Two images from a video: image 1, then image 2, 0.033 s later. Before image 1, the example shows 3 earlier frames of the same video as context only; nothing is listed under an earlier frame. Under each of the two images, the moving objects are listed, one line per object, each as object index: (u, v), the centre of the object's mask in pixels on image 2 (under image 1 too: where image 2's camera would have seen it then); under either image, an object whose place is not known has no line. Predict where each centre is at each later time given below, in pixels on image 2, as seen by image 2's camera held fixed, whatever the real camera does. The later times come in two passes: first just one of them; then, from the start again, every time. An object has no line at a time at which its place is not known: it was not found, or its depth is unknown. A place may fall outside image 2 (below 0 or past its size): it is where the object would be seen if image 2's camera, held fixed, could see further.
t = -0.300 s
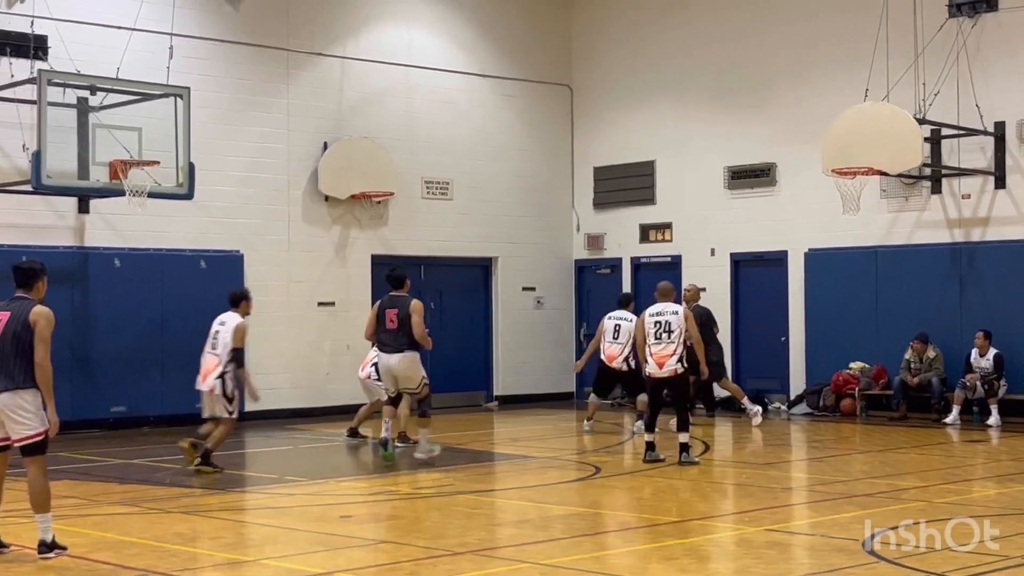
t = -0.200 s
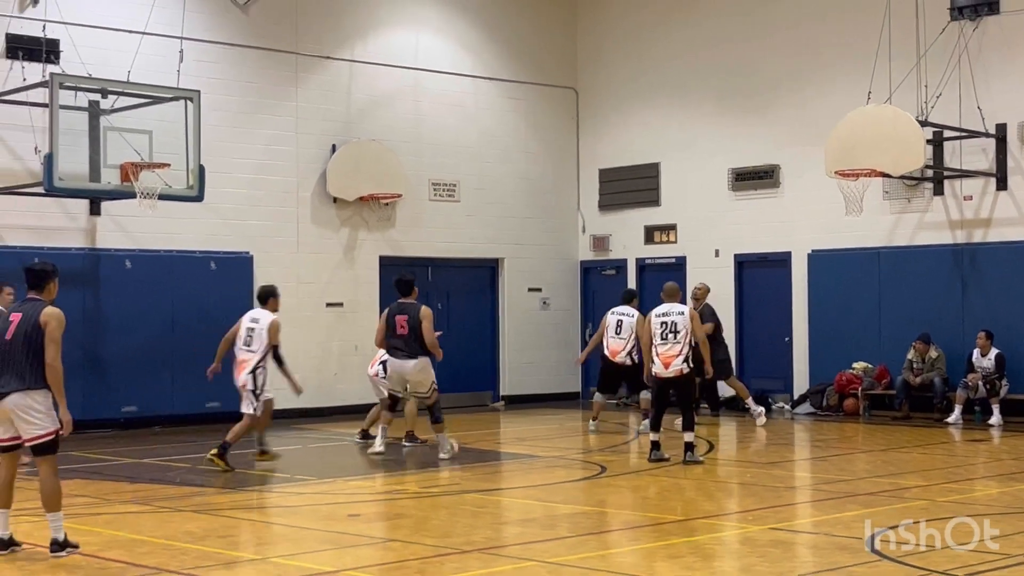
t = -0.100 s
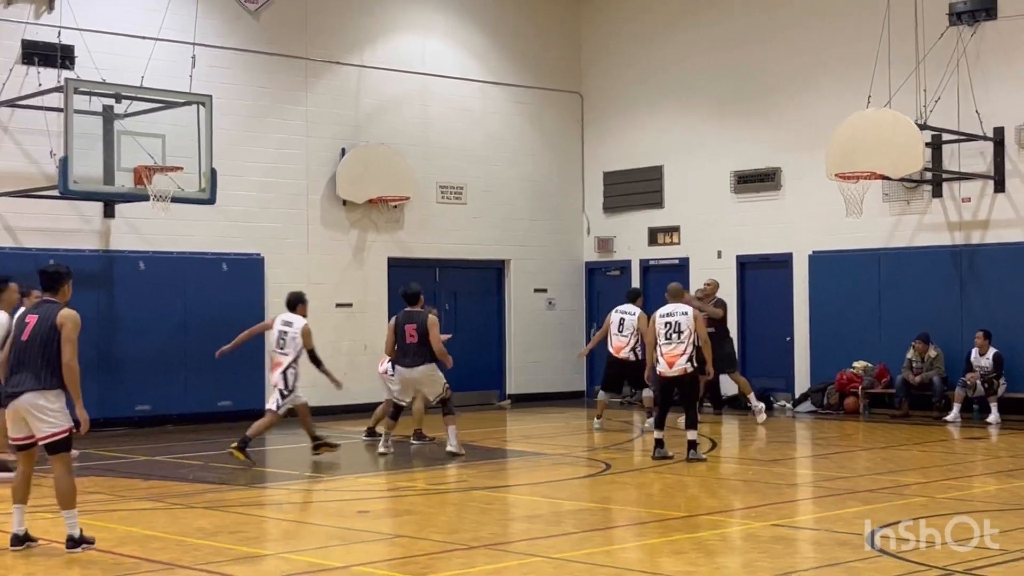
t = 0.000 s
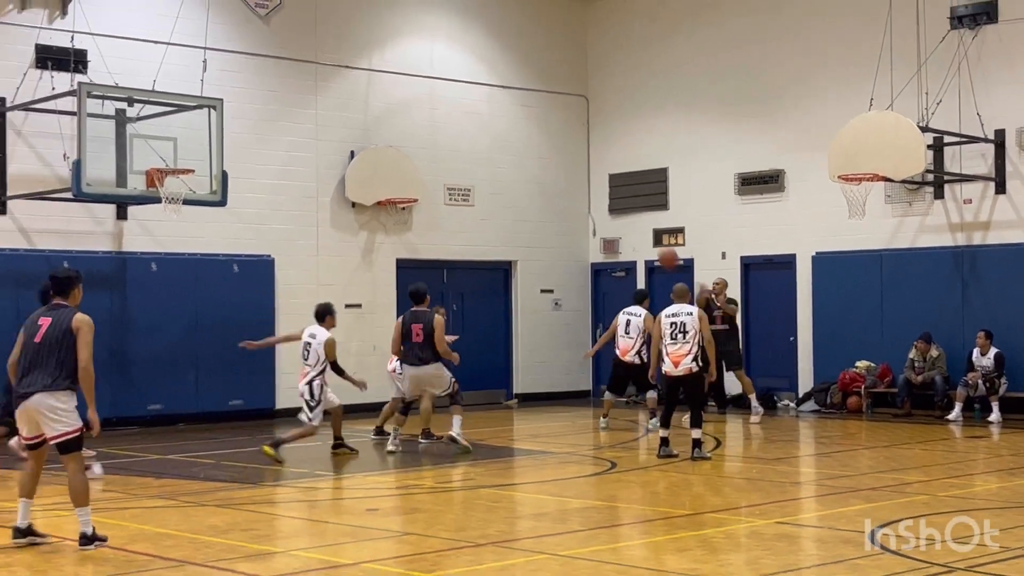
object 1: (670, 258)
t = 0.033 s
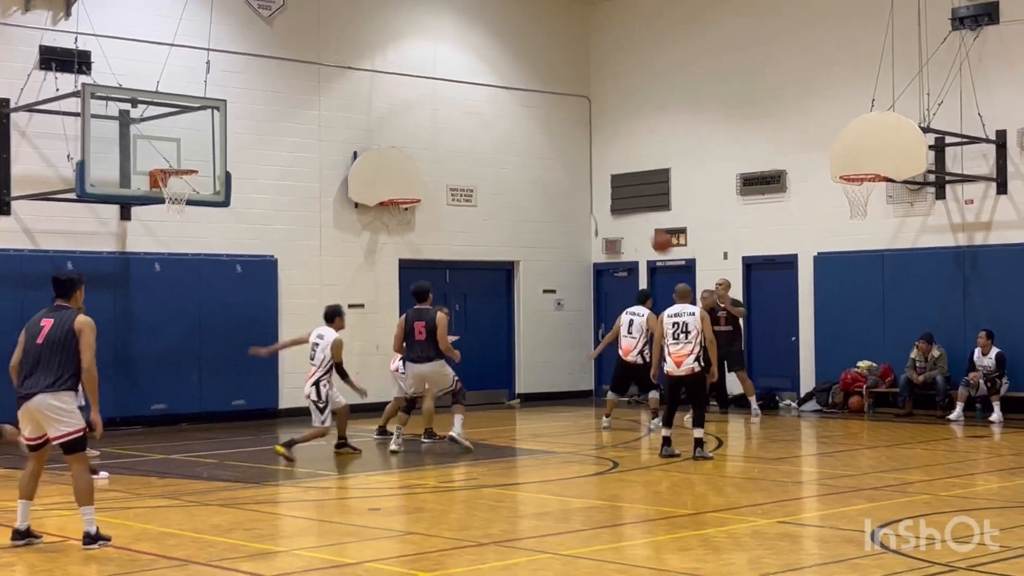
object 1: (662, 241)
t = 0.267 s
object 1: (596, 149)
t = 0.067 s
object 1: (653, 228)
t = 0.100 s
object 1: (643, 213)
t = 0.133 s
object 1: (634, 198)
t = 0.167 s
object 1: (625, 185)
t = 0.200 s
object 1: (616, 173)
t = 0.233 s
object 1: (607, 161)
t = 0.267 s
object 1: (596, 149)
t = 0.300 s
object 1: (585, 138)
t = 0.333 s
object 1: (576, 128)
